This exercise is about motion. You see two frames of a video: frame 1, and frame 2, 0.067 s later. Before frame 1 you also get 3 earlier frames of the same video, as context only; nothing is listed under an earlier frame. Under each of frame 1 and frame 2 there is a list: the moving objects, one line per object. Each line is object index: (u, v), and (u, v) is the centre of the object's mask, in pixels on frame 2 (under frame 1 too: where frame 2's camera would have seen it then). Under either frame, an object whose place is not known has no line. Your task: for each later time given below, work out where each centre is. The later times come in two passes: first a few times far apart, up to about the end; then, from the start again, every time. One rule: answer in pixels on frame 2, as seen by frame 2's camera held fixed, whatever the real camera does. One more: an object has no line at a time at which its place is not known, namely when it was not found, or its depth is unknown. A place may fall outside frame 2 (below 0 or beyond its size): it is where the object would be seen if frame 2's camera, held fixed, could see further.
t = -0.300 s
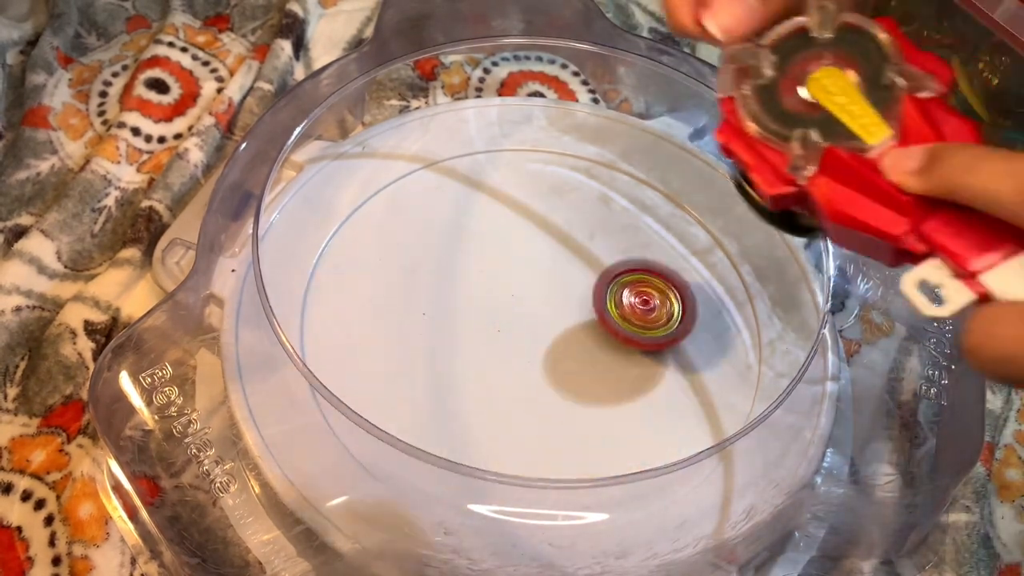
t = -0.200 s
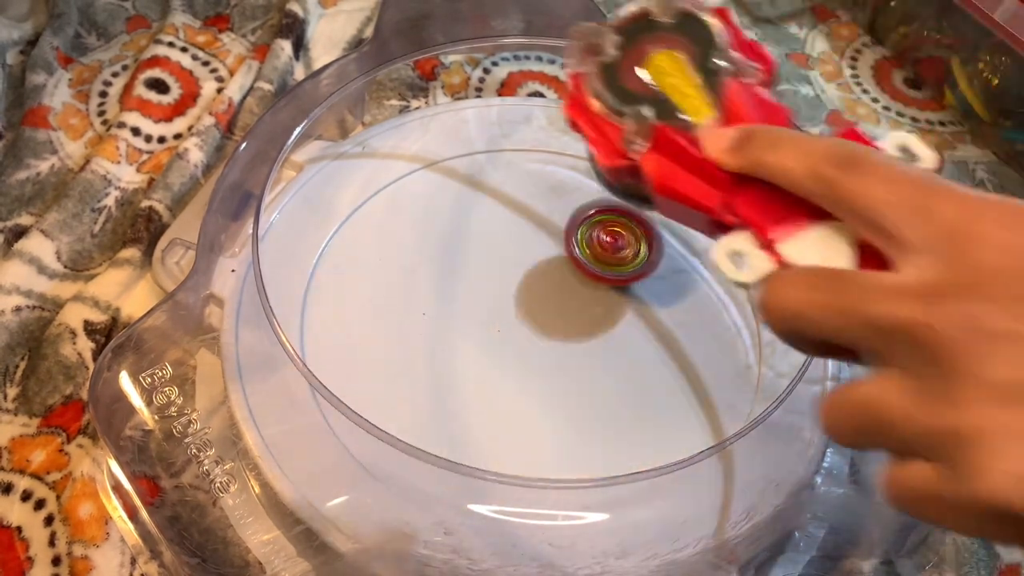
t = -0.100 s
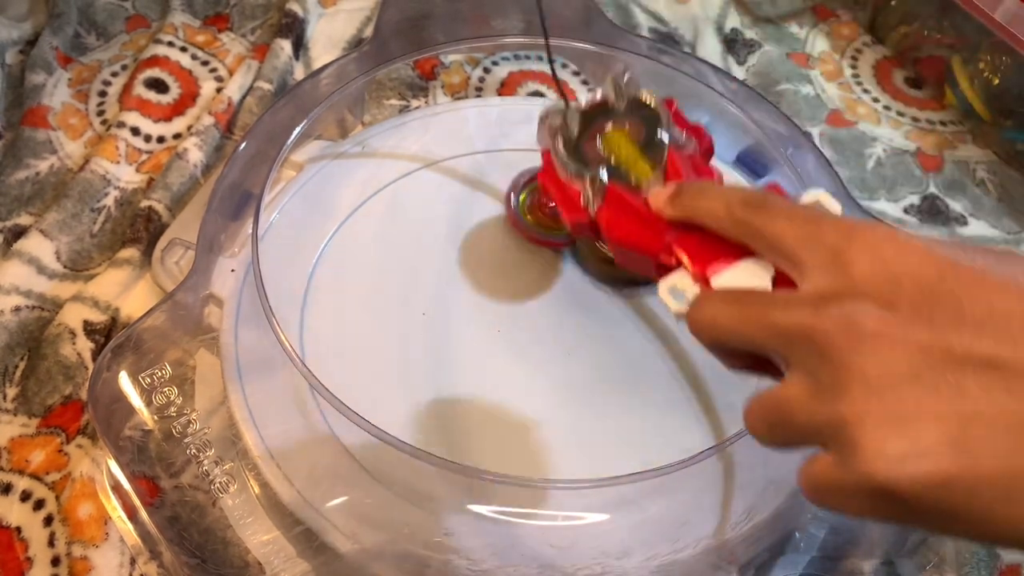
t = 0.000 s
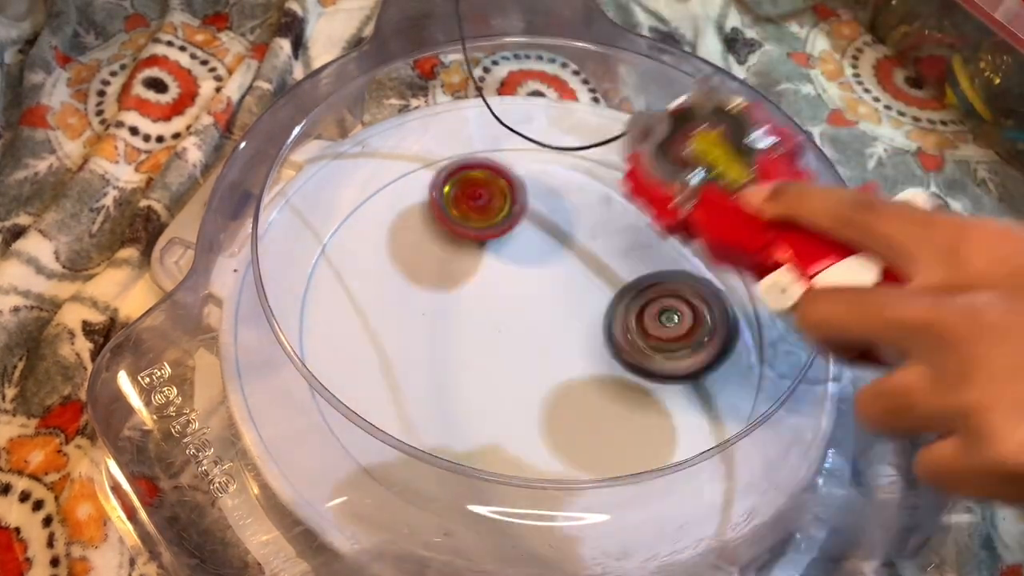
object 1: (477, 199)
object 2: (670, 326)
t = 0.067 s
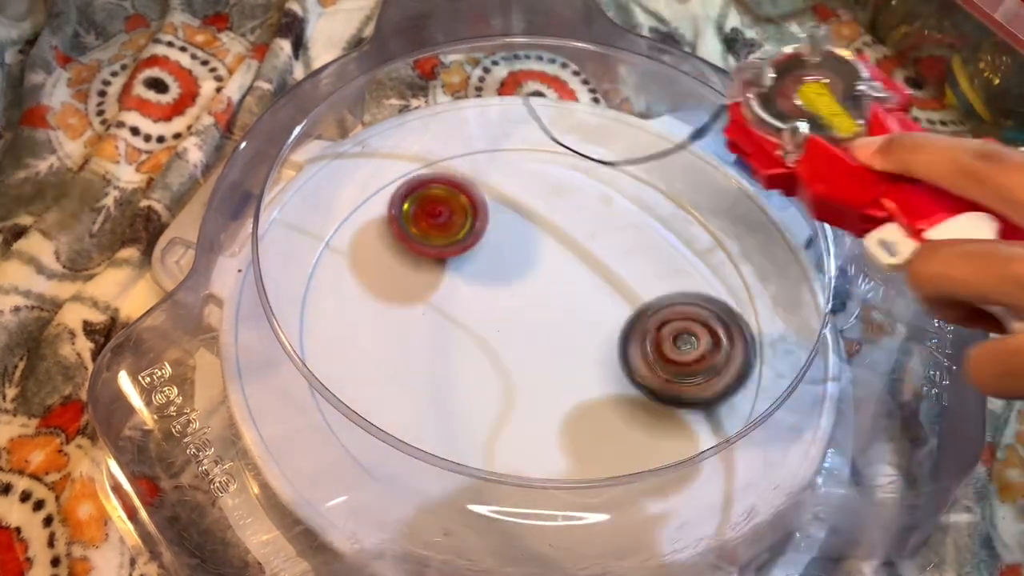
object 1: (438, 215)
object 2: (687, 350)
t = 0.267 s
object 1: (470, 357)
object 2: (695, 385)
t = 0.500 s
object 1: (461, 328)
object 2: (741, 311)
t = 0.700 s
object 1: (438, 189)
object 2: (594, 295)
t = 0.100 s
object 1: (425, 233)
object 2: (688, 379)
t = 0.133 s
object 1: (419, 254)
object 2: (690, 383)
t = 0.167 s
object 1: (420, 281)
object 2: (691, 387)
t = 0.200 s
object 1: (429, 308)
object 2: (692, 388)
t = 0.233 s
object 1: (447, 334)
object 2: (693, 387)
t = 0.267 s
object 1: (470, 357)
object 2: (695, 385)
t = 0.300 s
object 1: (497, 376)
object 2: (697, 380)
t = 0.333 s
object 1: (528, 389)
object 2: (700, 374)
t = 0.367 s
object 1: (556, 397)
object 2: (703, 363)
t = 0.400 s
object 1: (582, 398)
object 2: (701, 350)
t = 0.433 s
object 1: (582, 385)
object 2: (703, 338)
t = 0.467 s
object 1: (525, 353)
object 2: (728, 323)
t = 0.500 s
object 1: (461, 328)
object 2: (741, 311)
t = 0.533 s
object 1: (390, 256)
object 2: (741, 301)
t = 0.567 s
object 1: (325, 204)
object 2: (728, 292)
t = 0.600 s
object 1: (323, 179)
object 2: (703, 284)
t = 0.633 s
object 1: (361, 171)
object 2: (670, 284)
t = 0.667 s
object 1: (399, 178)
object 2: (633, 287)
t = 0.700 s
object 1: (438, 189)
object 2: (594, 295)
